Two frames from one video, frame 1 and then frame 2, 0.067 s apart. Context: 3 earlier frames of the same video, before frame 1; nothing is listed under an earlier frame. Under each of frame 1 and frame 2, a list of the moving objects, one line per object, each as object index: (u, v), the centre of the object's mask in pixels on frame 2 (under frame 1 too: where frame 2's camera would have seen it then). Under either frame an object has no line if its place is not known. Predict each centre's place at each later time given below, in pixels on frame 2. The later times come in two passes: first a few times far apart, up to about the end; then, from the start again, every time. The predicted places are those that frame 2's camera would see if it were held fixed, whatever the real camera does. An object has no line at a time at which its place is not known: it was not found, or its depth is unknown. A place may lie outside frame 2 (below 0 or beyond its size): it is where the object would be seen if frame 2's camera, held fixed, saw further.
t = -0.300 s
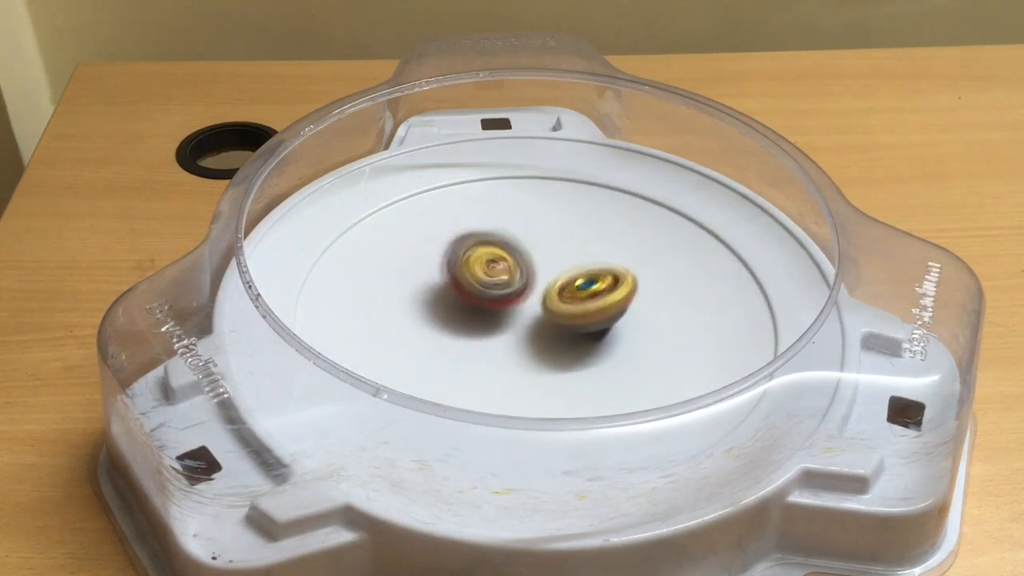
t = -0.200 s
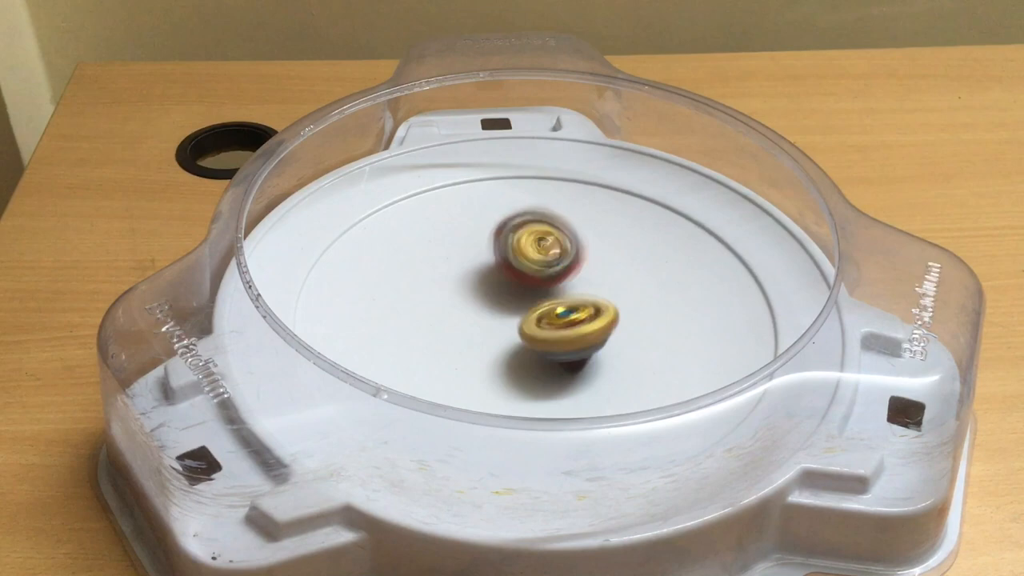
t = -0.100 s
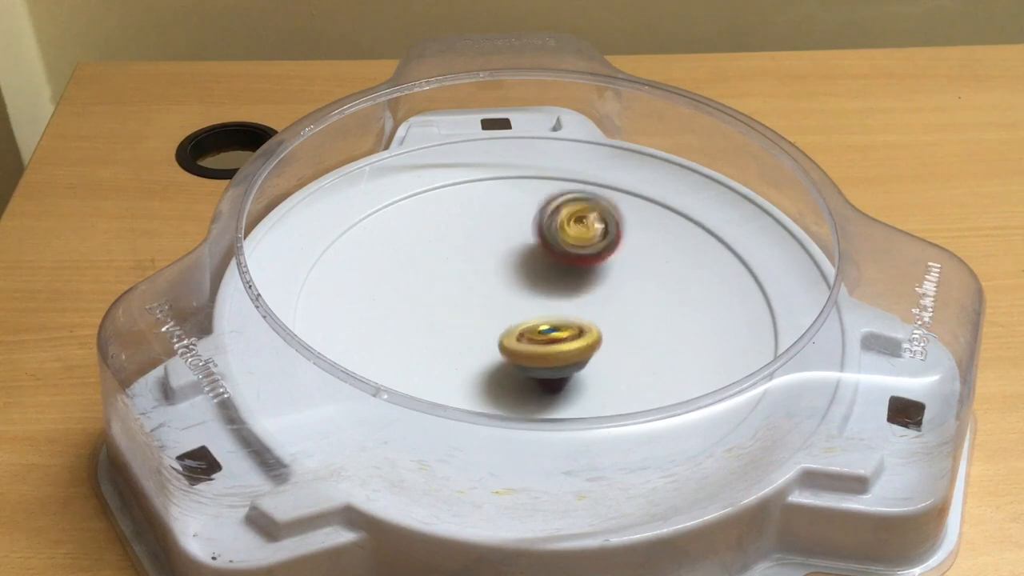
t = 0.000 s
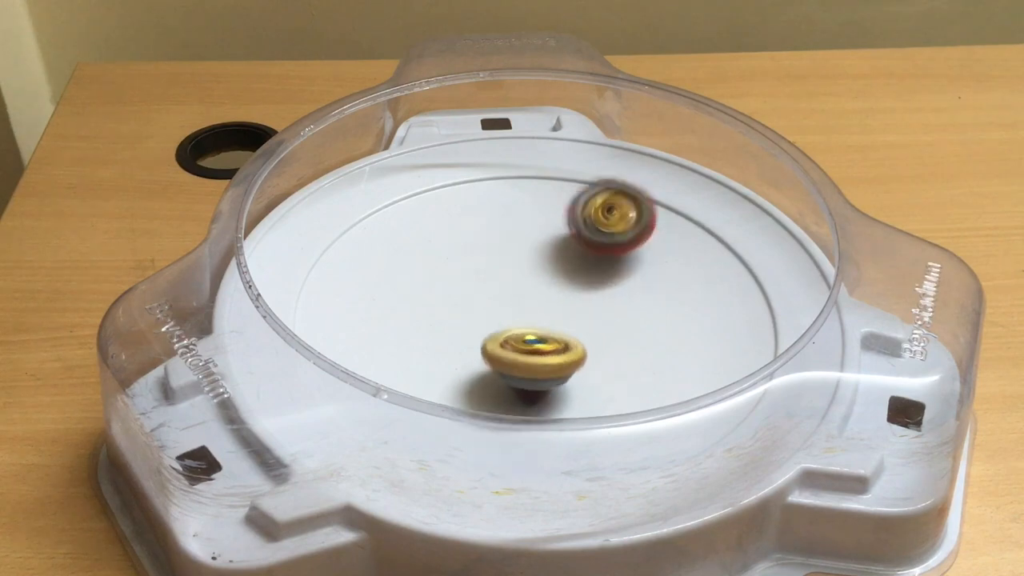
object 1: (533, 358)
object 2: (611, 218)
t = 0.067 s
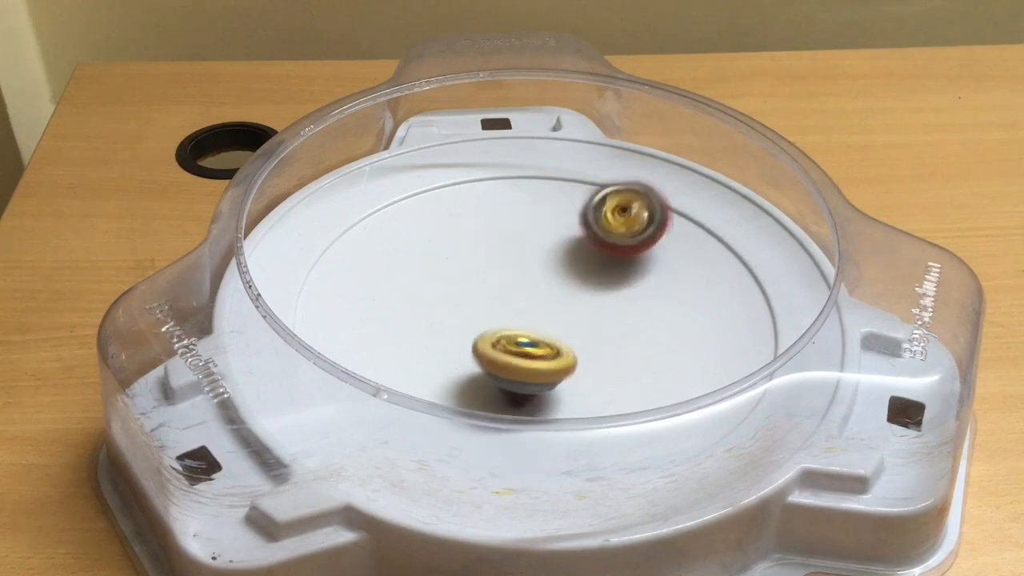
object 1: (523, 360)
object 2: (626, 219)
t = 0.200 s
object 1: (506, 358)
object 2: (635, 237)
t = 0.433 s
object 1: (481, 330)
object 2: (616, 316)
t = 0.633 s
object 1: (490, 303)
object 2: (554, 378)
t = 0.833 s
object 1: (515, 287)
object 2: (479, 389)
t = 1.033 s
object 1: (541, 289)
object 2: (436, 365)
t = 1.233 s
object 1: (559, 300)
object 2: (444, 306)
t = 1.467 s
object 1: (554, 319)
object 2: (506, 244)
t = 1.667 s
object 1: (530, 321)
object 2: (569, 221)
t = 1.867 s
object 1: (507, 308)
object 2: (613, 245)
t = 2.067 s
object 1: (507, 289)
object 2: (621, 306)
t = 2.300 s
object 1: (531, 280)
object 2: (565, 374)
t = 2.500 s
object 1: (556, 288)
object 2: (487, 383)
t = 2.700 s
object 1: (568, 305)
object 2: (438, 356)
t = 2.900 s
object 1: (561, 322)
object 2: (451, 299)
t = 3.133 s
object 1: (528, 328)
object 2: (517, 251)
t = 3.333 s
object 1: (506, 317)
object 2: (592, 238)
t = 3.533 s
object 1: (500, 297)
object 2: (633, 266)
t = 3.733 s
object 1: (519, 283)
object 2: (620, 322)
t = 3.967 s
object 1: (554, 285)
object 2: (537, 364)
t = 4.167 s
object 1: (570, 302)
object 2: (445, 348)
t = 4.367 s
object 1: (562, 322)
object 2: (407, 305)
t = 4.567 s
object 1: (534, 330)
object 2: (445, 275)
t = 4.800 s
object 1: (483, 338)
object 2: (569, 245)
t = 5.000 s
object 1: (466, 326)
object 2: (666, 255)
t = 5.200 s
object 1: (486, 308)
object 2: (678, 310)
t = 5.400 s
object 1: (529, 301)
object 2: (576, 377)
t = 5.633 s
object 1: (571, 315)
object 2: (418, 367)
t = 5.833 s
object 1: (574, 334)
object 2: (386, 316)
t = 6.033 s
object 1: (546, 337)
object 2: (463, 264)
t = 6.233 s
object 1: (522, 316)
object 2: (574, 229)
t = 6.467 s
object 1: (532, 288)
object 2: (651, 259)
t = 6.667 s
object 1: (561, 284)
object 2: (637, 335)
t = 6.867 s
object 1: (576, 297)
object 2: (522, 379)
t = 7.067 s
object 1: (559, 316)
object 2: (416, 352)
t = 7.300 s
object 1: (520, 315)
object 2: (428, 287)
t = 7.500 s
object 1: (502, 307)
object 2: (544, 244)
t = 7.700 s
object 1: (509, 306)
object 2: (582, 220)
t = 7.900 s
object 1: (522, 311)
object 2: (562, 240)
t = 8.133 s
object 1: (533, 320)
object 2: (509, 247)
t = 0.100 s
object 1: (519, 361)
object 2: (629, 222)
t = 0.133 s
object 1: (515, 360)
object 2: (632, 225)
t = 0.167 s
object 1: (510, 359)
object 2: (634, 231)
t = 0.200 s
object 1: (506, 358)
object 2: (635, 237)
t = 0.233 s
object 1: (501, 355)
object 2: (635, 245)
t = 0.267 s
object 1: (496, 352)
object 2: (635, 255)
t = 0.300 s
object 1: (492, 348)
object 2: (634, 266)
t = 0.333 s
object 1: (489, 344)
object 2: (631, 278)
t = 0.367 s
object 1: (486, 339)
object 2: (628, 289)
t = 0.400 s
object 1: (483, 335)
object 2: (623, 302)
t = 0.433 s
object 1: (481, 330)
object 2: (616, 316)
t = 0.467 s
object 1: (480, 325)
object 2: (608, 329)
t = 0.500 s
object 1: (480, 320)
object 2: (600, 340)
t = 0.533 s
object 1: (481, 317)
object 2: (591, 350)
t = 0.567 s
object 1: (483, 312)
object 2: (579, 361)
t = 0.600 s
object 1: (486, 308)
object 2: (568, 370)
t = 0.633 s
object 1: (490, 303)
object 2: (554, 378)
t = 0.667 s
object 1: (493, 300)
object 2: (541, 383)
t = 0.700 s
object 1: (497, 296)
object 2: (529, 386)
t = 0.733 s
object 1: (502, 293)
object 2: (515, 389)
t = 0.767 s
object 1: (506, 291)
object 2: (504, 390)
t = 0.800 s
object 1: (510, 289)
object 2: (491, 390)
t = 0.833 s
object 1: (515, 287)
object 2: (479, 389)
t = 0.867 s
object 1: (520, 286)
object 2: (469, 386)
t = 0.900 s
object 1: (524, 286)
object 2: (461, 384)
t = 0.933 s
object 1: (529, 286)
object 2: (453, 380)
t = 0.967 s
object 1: (534, 286)
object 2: (446, 377)
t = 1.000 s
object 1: (538, 288)
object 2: (441, 371)
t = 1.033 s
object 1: (541, 289)
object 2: (436, 365)
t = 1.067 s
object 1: (545, 291)
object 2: (432, 356)
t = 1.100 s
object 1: (548, 292)
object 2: (432, 347)
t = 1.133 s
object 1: (552, 294)
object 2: (432, 338)
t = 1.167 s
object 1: (555, 295)
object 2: (437, 327)
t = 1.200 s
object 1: (557, 298)
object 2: (438, 317)
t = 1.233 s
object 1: (559, 300)
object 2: (444, 306)
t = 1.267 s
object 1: (560, 304)
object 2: (450, 295)
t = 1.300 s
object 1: (560, 307)
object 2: (458, 287)
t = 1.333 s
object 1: (559, 310)
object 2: (466, 276)
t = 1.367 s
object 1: (559, 312)
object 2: (474, 267)
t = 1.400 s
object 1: (558, 313)
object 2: (485, 258)
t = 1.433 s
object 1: (556, 316)
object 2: (494, 251)
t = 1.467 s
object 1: (554, 319)
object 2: (506, 244)
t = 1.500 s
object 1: (552, 321)
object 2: (516, 237)
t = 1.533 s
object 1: (548, 321)
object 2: (528, 231)
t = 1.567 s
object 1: (544, 323)
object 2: (539, 225)
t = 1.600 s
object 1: (539, 322)
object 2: (549, 223)
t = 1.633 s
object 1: (535, 323)
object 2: (559, 220)
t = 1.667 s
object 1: (530, 321)
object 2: (569, 221)
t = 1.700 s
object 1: (526, 321)
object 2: (578, 221)
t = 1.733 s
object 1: (522, 319)
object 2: (586, 223)
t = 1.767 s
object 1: (518, 317)
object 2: (595, 227)
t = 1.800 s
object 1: (513, 315)
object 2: (601, 232)
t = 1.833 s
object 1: (510, 311)
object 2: (607, 237)
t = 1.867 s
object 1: (507, 308)
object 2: (613, 245)
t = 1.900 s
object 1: (506, 304)
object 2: (619, 254)
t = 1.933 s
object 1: (505, 301)
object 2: (621, 263)
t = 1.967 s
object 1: (505, 299)
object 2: (623, 274)
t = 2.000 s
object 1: (506, 296)
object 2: (624, 284)
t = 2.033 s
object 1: (506, 292)
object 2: (623, 295)
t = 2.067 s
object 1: (507, 289)
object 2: (621, 306)
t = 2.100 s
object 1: (509, 287)
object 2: (617, 318)
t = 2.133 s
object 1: (511, 286)
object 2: (612, 329)
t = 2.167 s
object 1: (515, 285)
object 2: (605, 340)
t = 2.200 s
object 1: (519, 283)
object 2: (600, 347)
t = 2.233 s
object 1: (523, 280)
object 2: (588, 358)
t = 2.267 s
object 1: (527, 280)
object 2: (579, 367)
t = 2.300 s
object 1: (531, 280)
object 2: (565, 374)
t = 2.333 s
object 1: (535, 281)
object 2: (553, 379)
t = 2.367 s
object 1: (541, 281)
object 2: (539, 382)
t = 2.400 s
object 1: (545, 281)
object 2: (526, 384)
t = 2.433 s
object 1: (549, 282)
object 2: (510, 385)
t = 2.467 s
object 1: (552, 284)
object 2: (499, 385)
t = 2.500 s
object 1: (556, 288)
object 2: (487, 383)
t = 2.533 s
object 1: (560, 291)
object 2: (474, 381)
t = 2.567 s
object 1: (563, 293)
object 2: (465, 377)
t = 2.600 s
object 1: (565, 294)
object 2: (455, 373)
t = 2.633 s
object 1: (566, 298)
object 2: (448, 368)
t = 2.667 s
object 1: (567, 302)
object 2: (441, 363)
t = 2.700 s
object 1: (568, 305)
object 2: (438, 356)
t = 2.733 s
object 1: (568, 308)
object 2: (435, 347)
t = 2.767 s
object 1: (568, 311)
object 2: (436, 337)
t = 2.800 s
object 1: (566, 314)
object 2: (437, 327)
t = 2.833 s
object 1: (565, 318)
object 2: (441, 317)
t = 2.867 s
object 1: (563, 321)
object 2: (444, 309)
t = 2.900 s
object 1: (561, 322)
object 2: (451, 299)
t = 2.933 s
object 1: (557, 325)
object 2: (456, 290)
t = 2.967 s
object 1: (552, 327)
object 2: (465, 282)
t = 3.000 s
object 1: (549, 328)
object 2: (472, 275)
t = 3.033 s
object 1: (545, 329)
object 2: (483, 267)
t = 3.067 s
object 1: (539, 329)
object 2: (493, 261)
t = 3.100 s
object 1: (533, 329)
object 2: (506, 256)
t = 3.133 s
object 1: (528, 328)
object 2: (517, 251)
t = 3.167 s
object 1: (525, 328)
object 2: (531, 246)
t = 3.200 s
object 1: (520, 327)
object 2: (542, 242)
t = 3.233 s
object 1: (515, 324)
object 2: (557, 240)
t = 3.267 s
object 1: (511, 322)
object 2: (569, 238)
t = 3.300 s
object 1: (509, 321)
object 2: (582, 238)
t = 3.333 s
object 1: (506, 317)
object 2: (592, 238)
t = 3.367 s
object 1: (503, 314)
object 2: (603, 240)
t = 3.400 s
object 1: (500, 311)
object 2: (610, 243)
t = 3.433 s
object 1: (501, 308)
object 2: (619, 248)
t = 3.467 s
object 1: (500, 304)
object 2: (626, 252)
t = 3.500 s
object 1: (500, 300)
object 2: (631, 258)
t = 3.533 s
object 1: (500, 297)
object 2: (633, 266)
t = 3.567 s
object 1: (503, 295)
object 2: (637, 273)
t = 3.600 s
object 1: (504, 292)
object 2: (636, 282)
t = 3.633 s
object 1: (507, 288)
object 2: (636, 290)
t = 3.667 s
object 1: (510, 287)
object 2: (631, 302)
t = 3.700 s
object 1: (515, 285)
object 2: (628, 311)
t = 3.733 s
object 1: (519, 283)
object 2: (620, 322)
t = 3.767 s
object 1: (524, 281)
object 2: (614, 330)
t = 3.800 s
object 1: (529, 283)
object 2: (604, 339)
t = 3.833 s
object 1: (535, 281)
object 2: (594, 346)
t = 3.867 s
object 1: (539, 281)
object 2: (581, 353)
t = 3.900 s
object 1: (544, 283)
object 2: (567, 358)
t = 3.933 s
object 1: (550, 283)
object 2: (552, 362)
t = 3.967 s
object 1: (554, 285)
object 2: (537, 364)
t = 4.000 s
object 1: (557, 287)
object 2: (521, 365)
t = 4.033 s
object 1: (561, 291)
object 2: (505, 364)
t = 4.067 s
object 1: (564, 292)
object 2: (489, 363)
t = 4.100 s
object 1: (565, 295)
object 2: (473, 359)
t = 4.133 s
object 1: (567, 300)
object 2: (459, 354)
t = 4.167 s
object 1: (570, 302)
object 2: (445, 348)
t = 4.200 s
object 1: (570, 305)
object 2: (434, 341)
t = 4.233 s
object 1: (569, 309)
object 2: (423, 333)
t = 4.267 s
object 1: (570, 313)
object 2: (416, 326)
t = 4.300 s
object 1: (568, 315)
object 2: (410, 318)
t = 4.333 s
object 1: (564, 319)
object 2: (408, 311)
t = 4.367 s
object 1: (562, 322)
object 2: (407, 305)
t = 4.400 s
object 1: (559, 324)
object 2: (409, 298)
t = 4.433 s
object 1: (553, 326)
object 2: (412, 291)
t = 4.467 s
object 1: (550, 328)
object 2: (419, 287)
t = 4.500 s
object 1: (545, 329)
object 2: (425, 282)
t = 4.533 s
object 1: (538, 329)
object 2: (436, 278)
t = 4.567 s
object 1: (534, 330)
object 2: (445, 275)
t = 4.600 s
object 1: (529, 330)
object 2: (460, 271)
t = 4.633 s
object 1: (523, 328)
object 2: (472, 268)
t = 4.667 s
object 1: (518, 327)
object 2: (485, 264)
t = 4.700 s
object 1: (510, 327)
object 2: (501, 261)
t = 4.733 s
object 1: (498, 335)
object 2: (525, 257)
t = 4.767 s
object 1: (489, 338)
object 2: (548, 252)
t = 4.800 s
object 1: (483, 338)
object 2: (569, 245)
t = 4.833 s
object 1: (477, 337)
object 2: (592, 245)
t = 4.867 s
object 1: (473, 336)
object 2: (610, 243)
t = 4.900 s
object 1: (471, 334)
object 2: (626, 245)
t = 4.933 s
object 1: (469, 332)
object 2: (644, 247)
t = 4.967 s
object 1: (467, 330)
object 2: (655, 251)
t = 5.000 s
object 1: (466, 326)
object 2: (666, 255)
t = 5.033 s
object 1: (467, 322)
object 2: (677, 259)
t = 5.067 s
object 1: (469, 318)
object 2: (681, 267)
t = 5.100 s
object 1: (472, 316)
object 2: (686, 275)
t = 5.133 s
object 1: (477, 313)
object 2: (686, 286)
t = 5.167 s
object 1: (481, 311)
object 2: (684, 297)
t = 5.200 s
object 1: (486, 308)
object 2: (678, 310)
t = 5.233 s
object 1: (492, 304)
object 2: (670, 323)
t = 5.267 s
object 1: (499, 303)
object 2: (657, 335)
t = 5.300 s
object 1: (506, 301)
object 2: (642, 346)
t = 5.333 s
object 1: (514, 302)
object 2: (620, 358)
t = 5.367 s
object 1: (522, 301)
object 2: (599, 367)
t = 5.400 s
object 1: (529, 301)
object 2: (576, 377)
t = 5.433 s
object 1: (537, 302)
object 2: (551, 381)
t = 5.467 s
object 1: (544, 302)
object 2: (526, 383)
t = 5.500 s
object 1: (552, 305)
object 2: (501, 383)
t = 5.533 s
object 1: (559, 307)
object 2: (477, 381)
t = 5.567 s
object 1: (564, 310)
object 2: (455, 378)
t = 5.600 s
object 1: (568, 313)
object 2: (434, 374)
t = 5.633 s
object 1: (571, 315)
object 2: (418, 367)
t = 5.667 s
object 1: (574, 318)
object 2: (405, 363)
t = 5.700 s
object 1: (577, 321)
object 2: (392, 352)
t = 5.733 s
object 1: (578, 325)
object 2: (386, 345)
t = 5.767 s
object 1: (579, 328)
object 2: (383, 338)
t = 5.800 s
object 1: (576, 331)
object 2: (383, 324)
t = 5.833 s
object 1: (574, 334)
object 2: (386, 316)
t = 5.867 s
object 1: (570, 336)
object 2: (394, 306)
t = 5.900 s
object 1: (567, 338)
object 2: (403, 296)
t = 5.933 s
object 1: (562, 339)
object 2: (415, 286)
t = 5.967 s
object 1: (558, 339)
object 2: (429, 279)
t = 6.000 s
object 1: (552, 339)
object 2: (445, 270)
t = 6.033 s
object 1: (546, 337)
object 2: (463, 264)
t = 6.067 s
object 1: (540, 335)
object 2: (481, 255)
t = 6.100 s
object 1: (534, 332)
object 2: (499, 250)
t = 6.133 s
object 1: (529, 328)
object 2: (520, 244)
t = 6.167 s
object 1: (526, 324)
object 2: (538, 237)
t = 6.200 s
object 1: (523, 321)
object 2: (557, 230)
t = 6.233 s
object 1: (522, 316)
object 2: (574, 229)
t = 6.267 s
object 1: (521, 312)
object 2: (589, 228)
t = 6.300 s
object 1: (521, 308)
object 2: (603, 229)
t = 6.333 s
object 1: (521, 303)
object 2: (618, 231)
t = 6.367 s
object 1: (523, 299)
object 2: (628, 236)
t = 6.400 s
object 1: (525, 295)
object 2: (637, 242)
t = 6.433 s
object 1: (529, 291)
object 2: (647, 249)
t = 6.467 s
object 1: (532, 288)
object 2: (651, 259)
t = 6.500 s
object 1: (537, 286)
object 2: (656, 271)
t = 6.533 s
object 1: (543, 285)
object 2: (660, 285)
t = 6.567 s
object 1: (547, 284)
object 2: (659, 294)
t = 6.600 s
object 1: (552, 283)
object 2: (653, 309)
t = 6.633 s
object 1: (556, 283)
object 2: (646, 324)
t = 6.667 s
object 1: (561, 284)
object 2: (637, 335)
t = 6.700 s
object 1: (565, 284)
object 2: (623, 347)
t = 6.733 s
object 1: (569, 285)
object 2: (606, 356)
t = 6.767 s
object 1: (572, 287)
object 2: (587, 365)
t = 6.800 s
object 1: (574, 290)
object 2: (564, 372)
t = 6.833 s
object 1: (576, 293)
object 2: (543, 379)
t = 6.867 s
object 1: (576, 297)
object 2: (522, 379)
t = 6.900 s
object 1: (577, 301)
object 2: (503, 379)
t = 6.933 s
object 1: (574, 305)
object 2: (485, 377)
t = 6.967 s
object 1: (572, 308)
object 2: (466, 373)
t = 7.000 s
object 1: (568, 311)
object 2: (445, 368)
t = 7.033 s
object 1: (564, 314)
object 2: (428, 361)
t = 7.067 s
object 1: (559, 316)
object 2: (416, 352)
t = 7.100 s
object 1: (553, 319)
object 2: (409, 342)
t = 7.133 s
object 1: (547, 319)
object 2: (405, 329)
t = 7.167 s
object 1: (541, 320)
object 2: (402, 318)
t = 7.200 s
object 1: (536, 319)
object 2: (404, 309)
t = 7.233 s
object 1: (531, 318)
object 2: (410, 299)
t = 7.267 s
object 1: (525, 317)
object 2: (418, 291)
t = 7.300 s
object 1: (520, 315)
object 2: (428, 287)
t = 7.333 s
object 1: (517, 313)
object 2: (438, 280)
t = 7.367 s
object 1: (511, 310)
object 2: (449, 273)
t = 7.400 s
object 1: (507, 309)
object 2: (473, 257)
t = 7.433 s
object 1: (504, 307)
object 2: (501, 248)
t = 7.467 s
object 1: (504, 307)
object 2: (524, 247)
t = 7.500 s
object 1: (502, 307)
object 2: (544, 244)
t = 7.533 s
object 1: (503, 306)
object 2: (560, 240)
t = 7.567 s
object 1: (502, 307)
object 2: (570, 233)
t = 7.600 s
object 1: (504, 306)
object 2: (577, 227)
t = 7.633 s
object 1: (505, 307)
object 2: (579, 222)
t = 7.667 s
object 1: (507, 306)
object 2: (581, 221)
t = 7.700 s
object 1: (509, 306)
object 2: (582, 220)
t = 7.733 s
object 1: (512, 306)
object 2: (581, 220)
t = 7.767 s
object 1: (513, 308)
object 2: (580, 221)
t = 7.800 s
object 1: (516, 308)
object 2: (579, 224)
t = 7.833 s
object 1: (518, 309)
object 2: (575, 230)
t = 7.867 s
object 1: (521, 310)
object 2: (570, 236)
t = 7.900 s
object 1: (522, 311)
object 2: (562, 240)
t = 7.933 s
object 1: (526, 312)
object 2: (551, 243)
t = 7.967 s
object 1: (527, 314)
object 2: (541, 243)
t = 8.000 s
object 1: (529, 315)
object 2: (528, 245)
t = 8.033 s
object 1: (529, 317)
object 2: (518, 246)
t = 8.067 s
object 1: (532, 318)
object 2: (512, 246)
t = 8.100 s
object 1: (531, 320)
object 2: (509, 246)
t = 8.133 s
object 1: (533, 320)
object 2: (509, 247)
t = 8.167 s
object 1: (533, 322)
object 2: (511, 248)
